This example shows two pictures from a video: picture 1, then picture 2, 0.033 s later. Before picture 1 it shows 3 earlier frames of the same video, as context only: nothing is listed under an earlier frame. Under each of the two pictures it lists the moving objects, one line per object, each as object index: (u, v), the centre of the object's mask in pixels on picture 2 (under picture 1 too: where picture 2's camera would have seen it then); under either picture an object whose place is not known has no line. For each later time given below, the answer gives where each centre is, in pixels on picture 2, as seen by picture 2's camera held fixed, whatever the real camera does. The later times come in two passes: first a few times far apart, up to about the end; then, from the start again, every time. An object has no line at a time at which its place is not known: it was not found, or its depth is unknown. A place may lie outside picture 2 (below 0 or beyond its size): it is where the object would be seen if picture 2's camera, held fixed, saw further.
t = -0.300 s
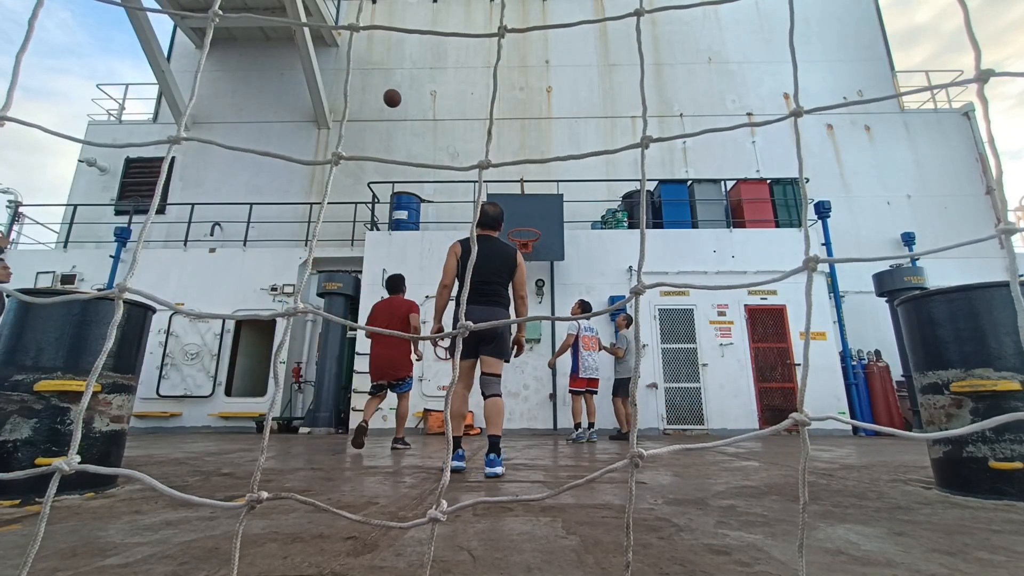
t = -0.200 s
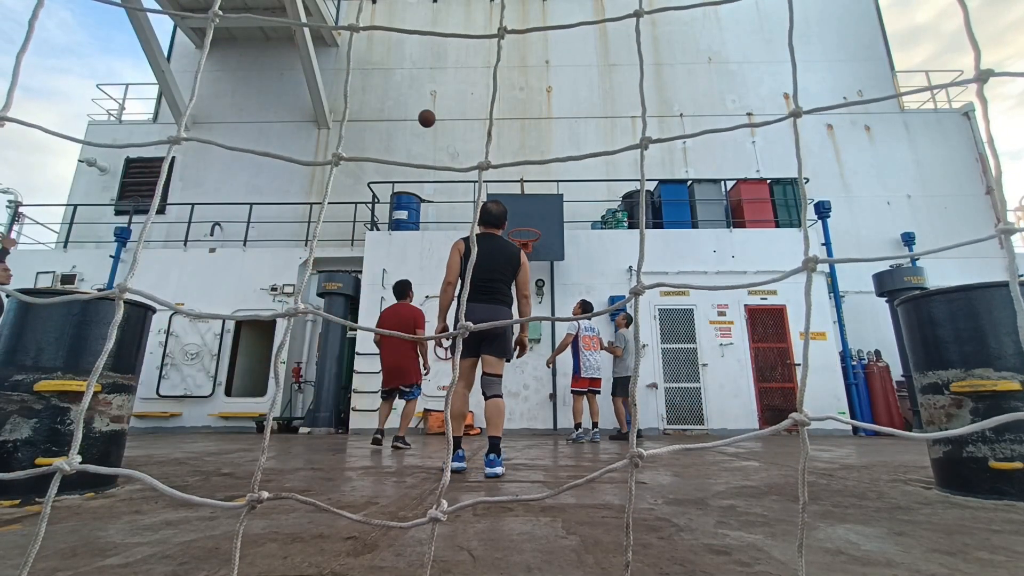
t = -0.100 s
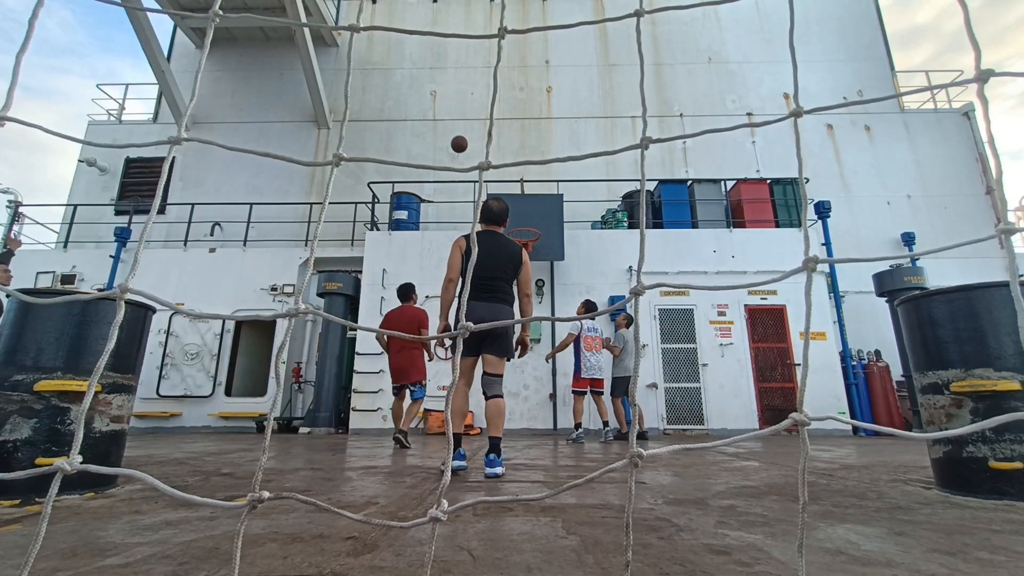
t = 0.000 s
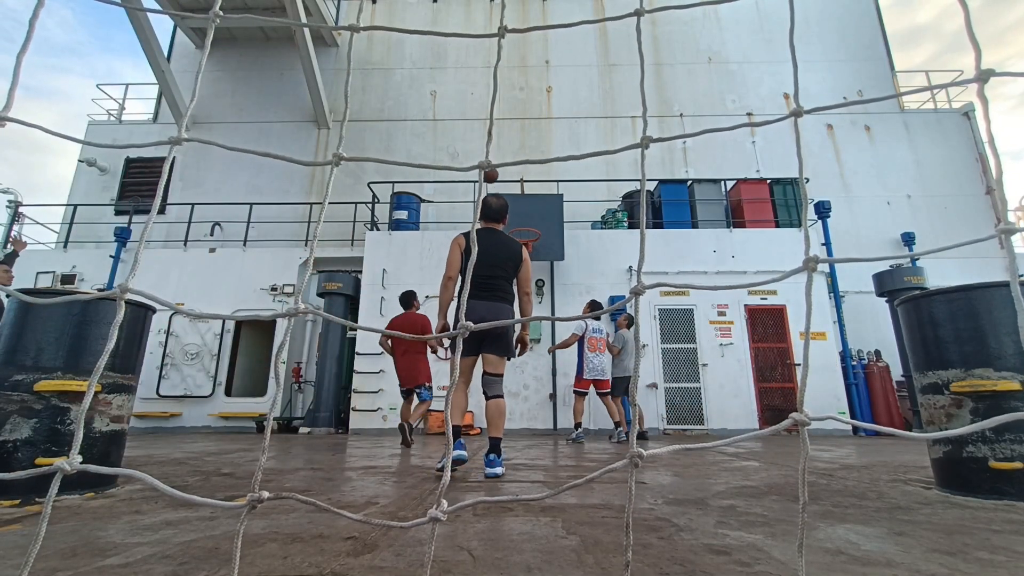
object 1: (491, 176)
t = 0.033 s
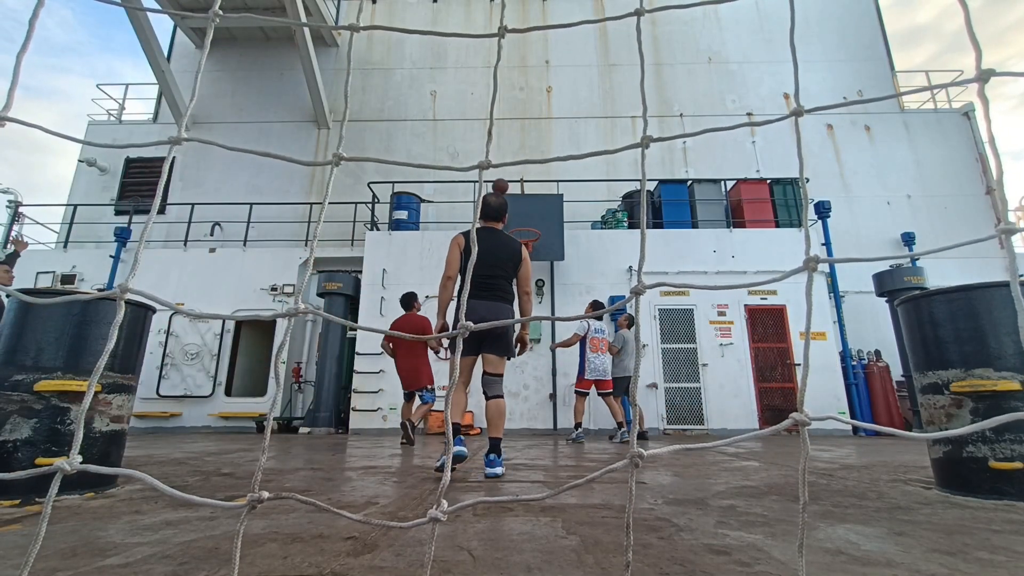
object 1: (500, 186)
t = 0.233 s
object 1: (544, 213)
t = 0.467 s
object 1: (578, 214)
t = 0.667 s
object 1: (605, 241)
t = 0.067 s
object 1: (510, 198)
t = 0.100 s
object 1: (519, 212)
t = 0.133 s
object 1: (529, 223)
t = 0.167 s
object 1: (534, 220)
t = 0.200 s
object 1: (539, 216)
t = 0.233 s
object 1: (544, 213)
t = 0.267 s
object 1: (549, 211)
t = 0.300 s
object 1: (554, 210)
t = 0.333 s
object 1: (559, 209)
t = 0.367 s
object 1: (563, 210)
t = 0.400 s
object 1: (568, 210)
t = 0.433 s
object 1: (573, 212)
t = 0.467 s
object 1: (578, 214)
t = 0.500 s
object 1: (582, 217)
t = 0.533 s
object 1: (587, 220)
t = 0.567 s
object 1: (592, 225)
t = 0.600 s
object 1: (596, 229)
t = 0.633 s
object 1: (601, 235)
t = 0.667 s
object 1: (605, 241)
